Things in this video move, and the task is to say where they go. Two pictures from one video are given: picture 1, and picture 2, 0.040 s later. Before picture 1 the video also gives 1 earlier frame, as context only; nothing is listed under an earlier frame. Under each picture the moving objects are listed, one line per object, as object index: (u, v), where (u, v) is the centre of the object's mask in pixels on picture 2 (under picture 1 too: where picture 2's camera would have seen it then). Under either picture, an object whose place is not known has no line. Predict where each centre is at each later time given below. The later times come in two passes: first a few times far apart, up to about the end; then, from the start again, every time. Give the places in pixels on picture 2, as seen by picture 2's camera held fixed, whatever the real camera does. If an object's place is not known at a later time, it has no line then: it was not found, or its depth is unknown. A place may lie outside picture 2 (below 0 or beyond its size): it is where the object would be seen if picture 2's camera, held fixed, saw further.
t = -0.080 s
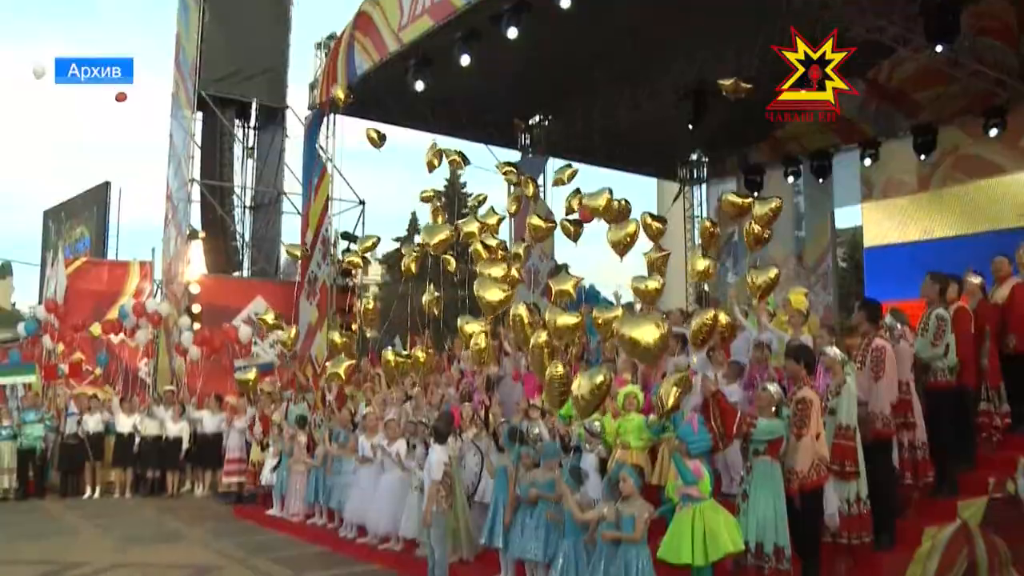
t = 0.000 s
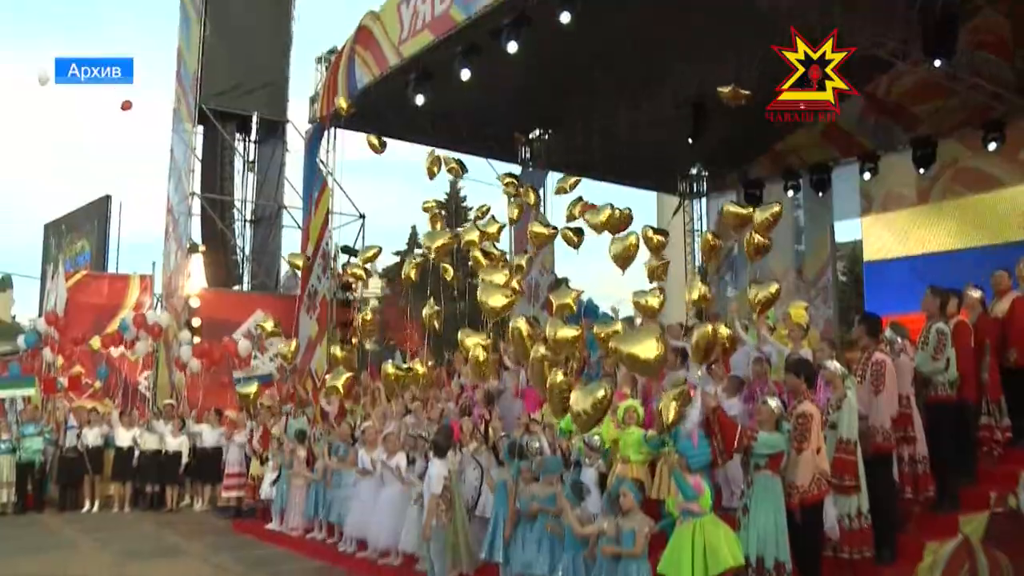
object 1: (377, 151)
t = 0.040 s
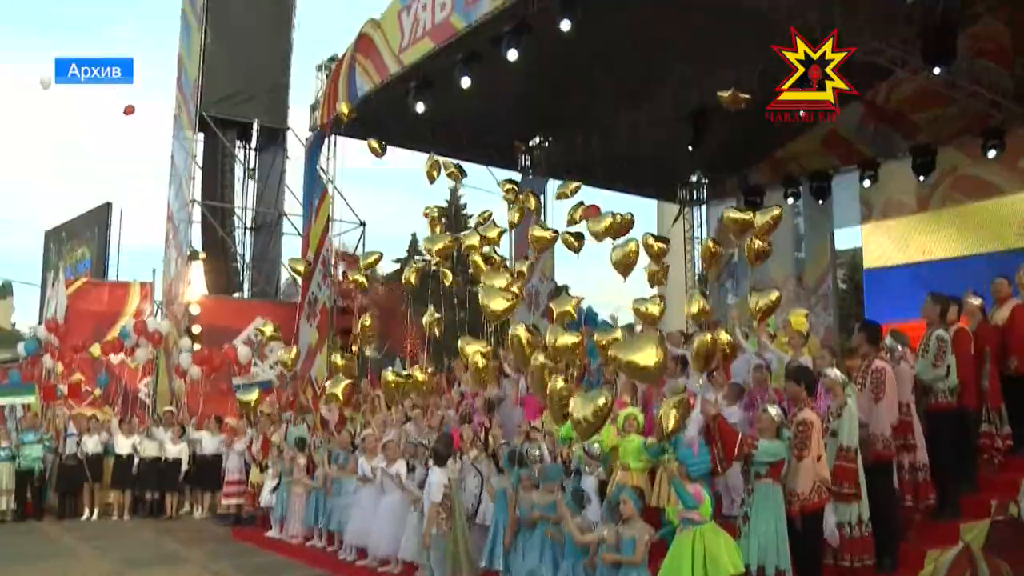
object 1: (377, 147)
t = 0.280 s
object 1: (376, 127)
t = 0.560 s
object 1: (374, 96)
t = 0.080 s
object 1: (376, 142)
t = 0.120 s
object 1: (376, 138)
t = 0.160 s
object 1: (376, 135)
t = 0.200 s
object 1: (376, 133)
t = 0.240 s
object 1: (376, 131)
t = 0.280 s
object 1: (376, 127)
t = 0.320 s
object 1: (377, 124)
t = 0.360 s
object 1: (374, 117)
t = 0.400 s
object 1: (374, 112)
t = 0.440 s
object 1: (374, 108)
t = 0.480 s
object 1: (374, 104)
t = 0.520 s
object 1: (373, 101)
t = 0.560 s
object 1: (374, 96)
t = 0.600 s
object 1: (374, 92)
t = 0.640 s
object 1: (371, 88)
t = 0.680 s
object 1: (370, 85)
